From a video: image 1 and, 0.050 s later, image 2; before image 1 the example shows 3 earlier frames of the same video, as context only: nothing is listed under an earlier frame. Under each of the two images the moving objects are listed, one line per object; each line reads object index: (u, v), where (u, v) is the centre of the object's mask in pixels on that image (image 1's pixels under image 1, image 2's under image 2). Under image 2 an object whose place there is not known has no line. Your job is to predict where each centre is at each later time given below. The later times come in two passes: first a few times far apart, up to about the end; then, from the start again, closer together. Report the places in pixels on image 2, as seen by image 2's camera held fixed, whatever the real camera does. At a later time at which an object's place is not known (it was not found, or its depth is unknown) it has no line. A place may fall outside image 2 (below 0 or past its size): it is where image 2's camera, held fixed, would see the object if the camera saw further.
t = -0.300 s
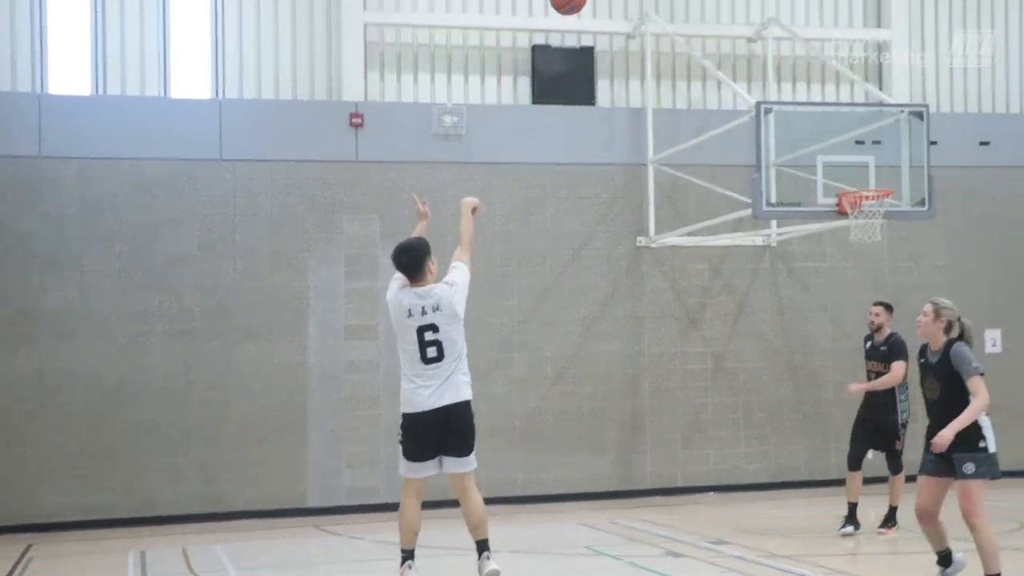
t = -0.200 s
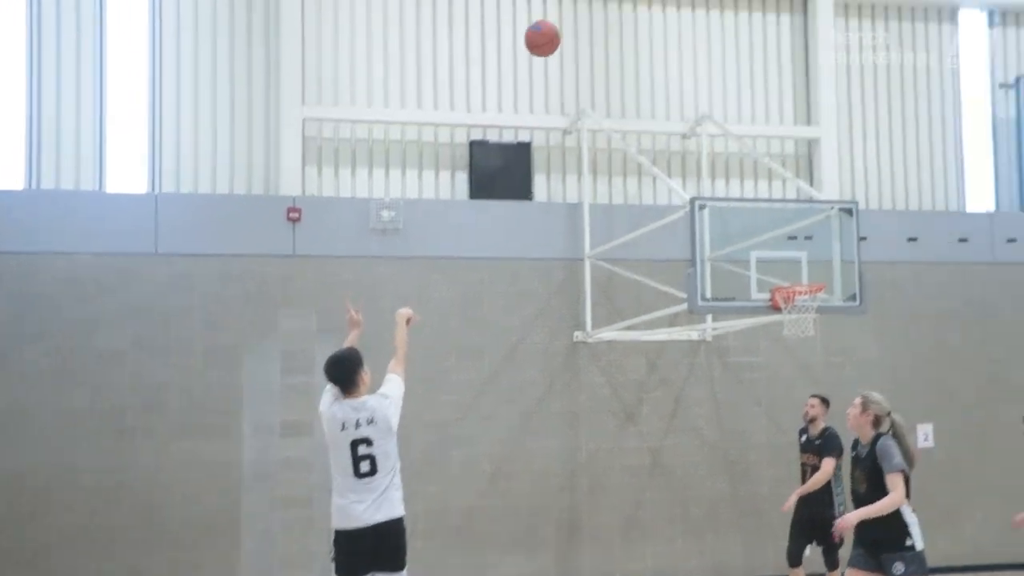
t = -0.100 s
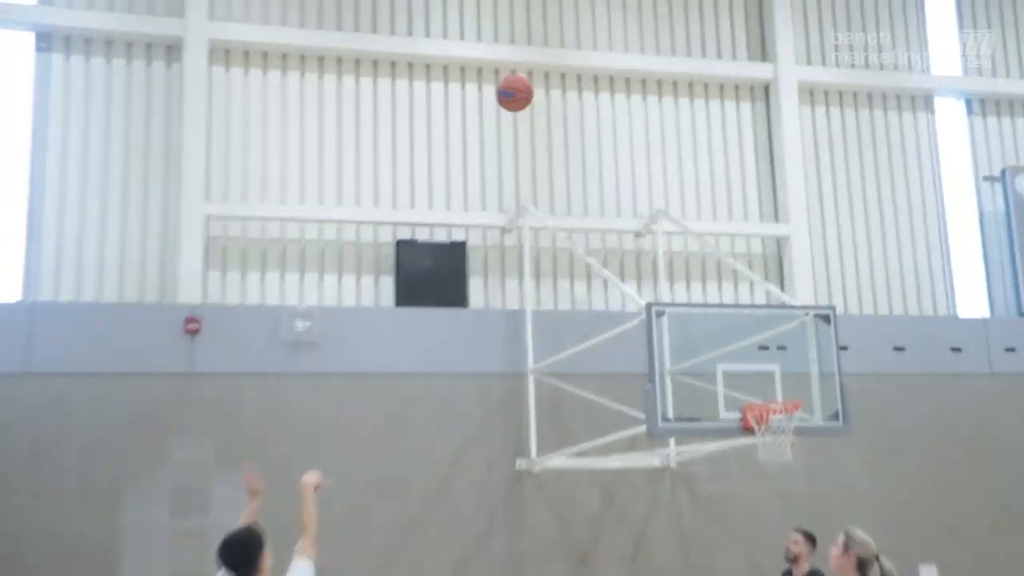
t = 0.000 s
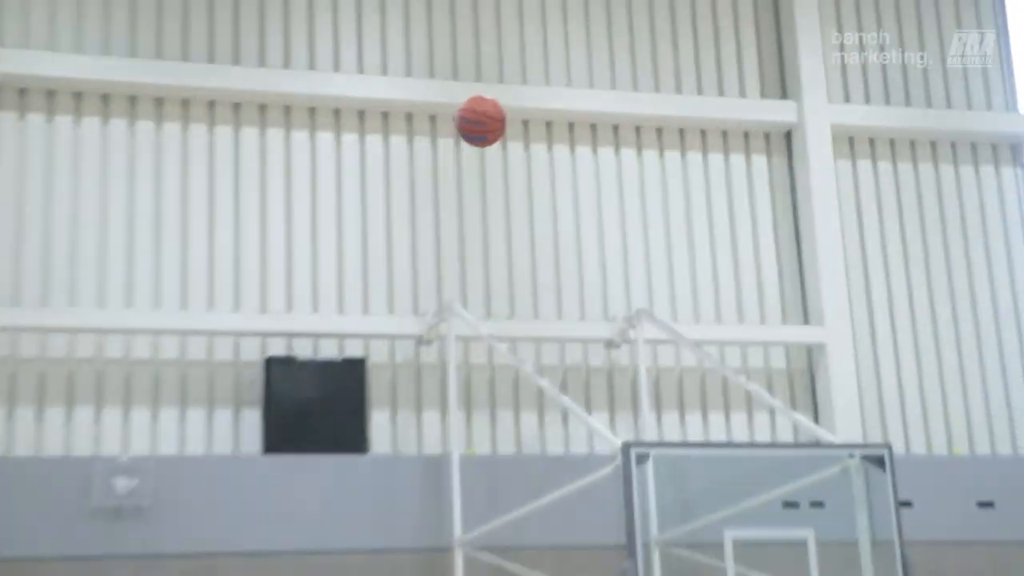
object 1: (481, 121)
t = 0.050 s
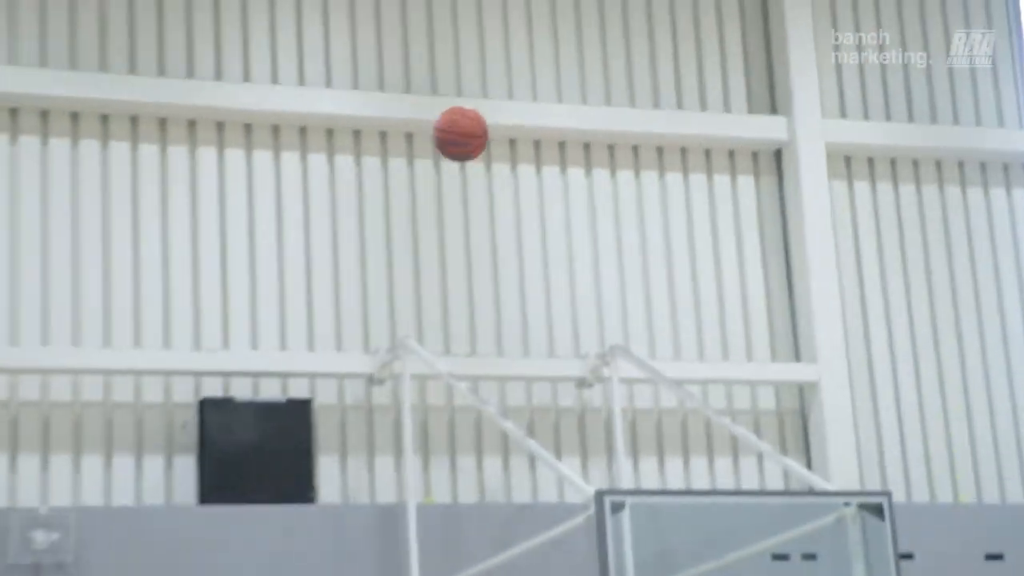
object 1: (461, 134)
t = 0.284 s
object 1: (558, 180)
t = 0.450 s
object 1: (622, 270)
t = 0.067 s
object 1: (466, 133)
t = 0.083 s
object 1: (472, 134)
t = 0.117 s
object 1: (487, 136)
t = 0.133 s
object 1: (494, 138)
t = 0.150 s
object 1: (502, 141)
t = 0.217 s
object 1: (531, 157)
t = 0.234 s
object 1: (537, 162)
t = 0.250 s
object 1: (544, 167)
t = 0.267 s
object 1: (551, 173)
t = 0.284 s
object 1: (558, 180)
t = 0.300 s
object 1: (564, 187)
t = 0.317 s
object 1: (571, 195)
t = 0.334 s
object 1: (577, 202)
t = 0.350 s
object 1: (584, 210)
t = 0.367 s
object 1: (591, 219)
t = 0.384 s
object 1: (597, 228)
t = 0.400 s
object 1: (604, 238)
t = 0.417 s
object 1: (610, 248)
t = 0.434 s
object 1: (616, 259)
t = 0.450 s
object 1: (622, 270)
